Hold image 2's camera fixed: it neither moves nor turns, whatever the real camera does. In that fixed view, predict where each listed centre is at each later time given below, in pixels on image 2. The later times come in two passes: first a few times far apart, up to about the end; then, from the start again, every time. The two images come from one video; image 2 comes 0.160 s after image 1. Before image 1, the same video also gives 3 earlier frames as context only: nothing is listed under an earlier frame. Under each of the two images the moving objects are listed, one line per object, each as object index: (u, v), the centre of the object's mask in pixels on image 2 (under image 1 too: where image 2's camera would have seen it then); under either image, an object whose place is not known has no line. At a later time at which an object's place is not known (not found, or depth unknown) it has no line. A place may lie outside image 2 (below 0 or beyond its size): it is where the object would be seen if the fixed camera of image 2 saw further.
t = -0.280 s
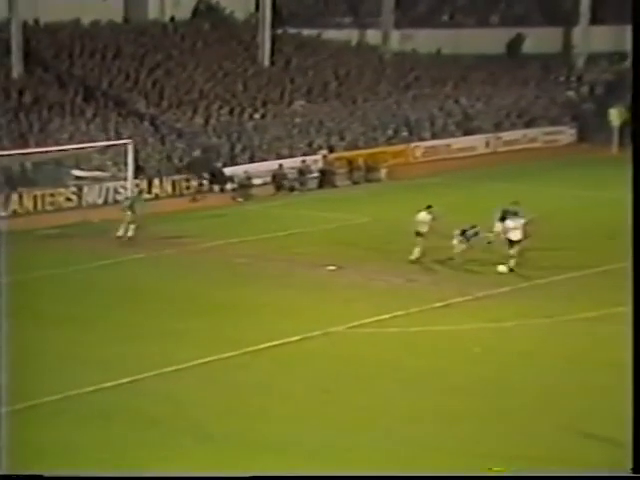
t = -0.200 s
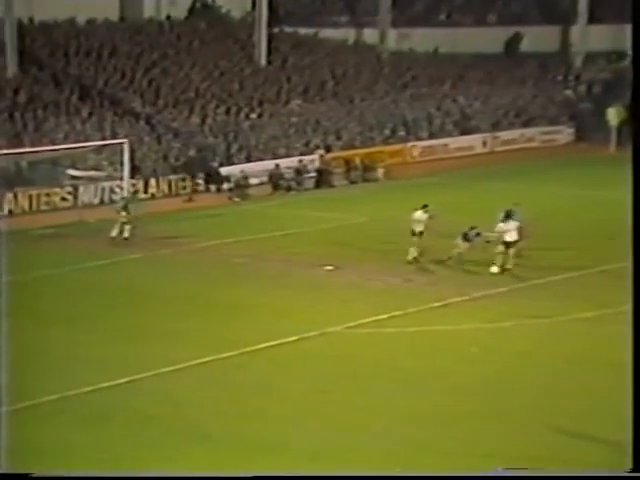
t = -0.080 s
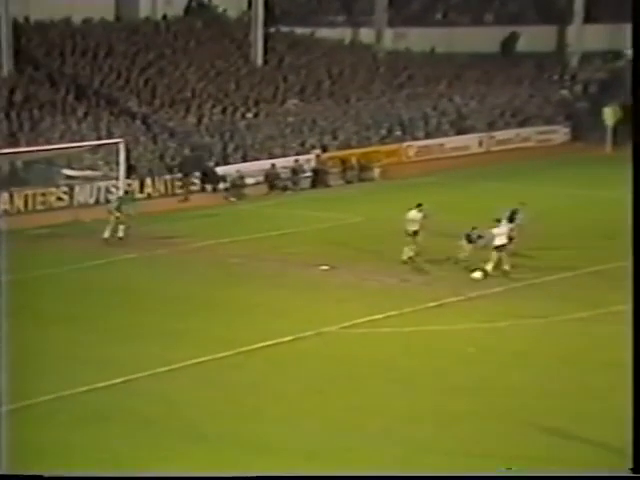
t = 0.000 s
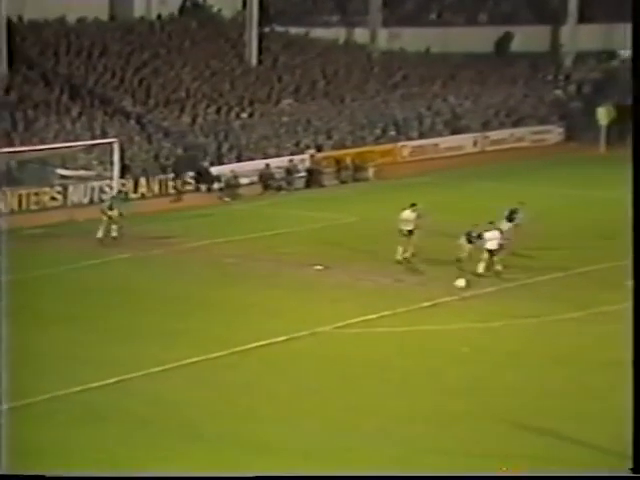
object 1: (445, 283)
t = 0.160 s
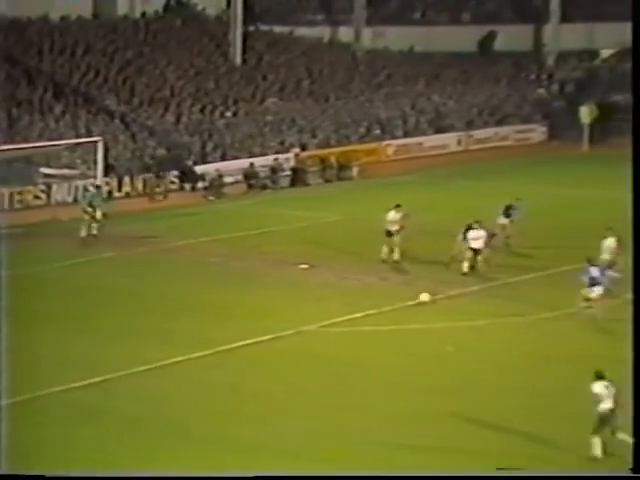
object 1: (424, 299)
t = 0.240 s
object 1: (416, 307)
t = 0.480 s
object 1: (391, 331)
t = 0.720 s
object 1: (370, 350)
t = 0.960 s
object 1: (353, 367)
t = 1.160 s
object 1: (340, 377)
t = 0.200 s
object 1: (419, 303)
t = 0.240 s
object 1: (416, 307)
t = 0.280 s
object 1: (412, 308)
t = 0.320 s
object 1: (407, 312)
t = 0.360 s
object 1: (402, 316)
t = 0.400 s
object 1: (399, 322)
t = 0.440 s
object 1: (394, 327)
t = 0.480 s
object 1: (391, 331)
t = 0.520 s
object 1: (387, 334)
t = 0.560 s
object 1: (383, 338)
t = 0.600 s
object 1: (380, 340)
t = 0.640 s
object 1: (377, 343)
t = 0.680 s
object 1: (373, 347)
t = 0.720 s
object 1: (370, 350)
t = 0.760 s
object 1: (366, 353)
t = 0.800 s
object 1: (363, 356)
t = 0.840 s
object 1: (361, 358)
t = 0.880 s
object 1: (358, 361)
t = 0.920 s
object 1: (355, 363)
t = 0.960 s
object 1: (353, 367)
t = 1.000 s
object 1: (350, 369)
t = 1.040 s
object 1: (347, 372)
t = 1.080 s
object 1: (345, 375)
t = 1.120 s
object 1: (342, 377)
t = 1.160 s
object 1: (340, 377)
